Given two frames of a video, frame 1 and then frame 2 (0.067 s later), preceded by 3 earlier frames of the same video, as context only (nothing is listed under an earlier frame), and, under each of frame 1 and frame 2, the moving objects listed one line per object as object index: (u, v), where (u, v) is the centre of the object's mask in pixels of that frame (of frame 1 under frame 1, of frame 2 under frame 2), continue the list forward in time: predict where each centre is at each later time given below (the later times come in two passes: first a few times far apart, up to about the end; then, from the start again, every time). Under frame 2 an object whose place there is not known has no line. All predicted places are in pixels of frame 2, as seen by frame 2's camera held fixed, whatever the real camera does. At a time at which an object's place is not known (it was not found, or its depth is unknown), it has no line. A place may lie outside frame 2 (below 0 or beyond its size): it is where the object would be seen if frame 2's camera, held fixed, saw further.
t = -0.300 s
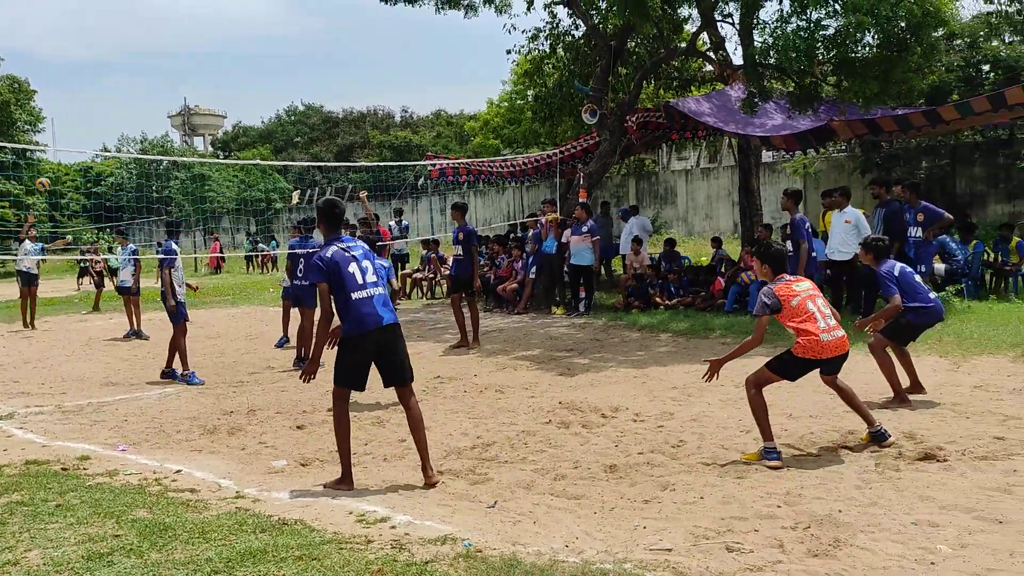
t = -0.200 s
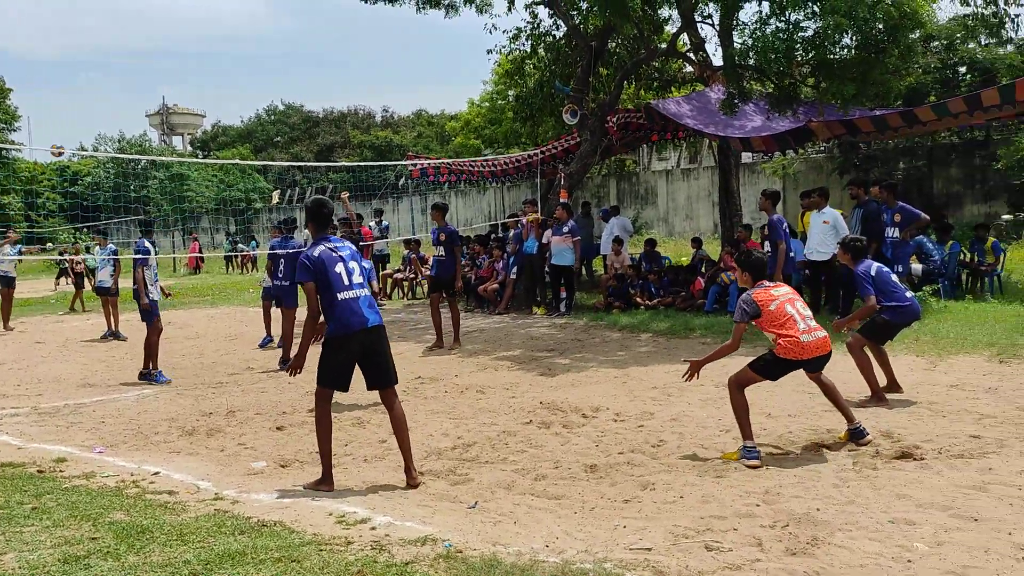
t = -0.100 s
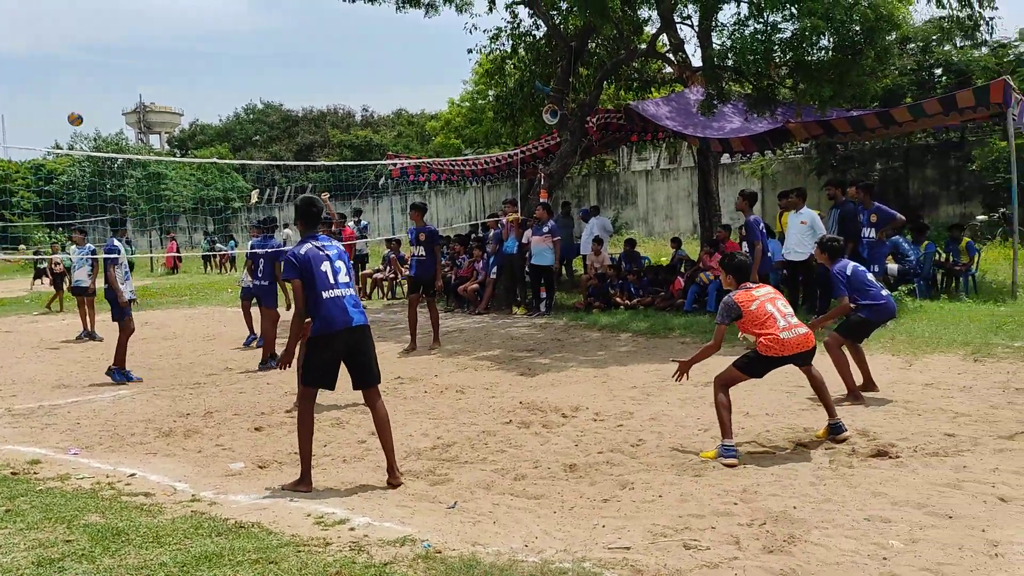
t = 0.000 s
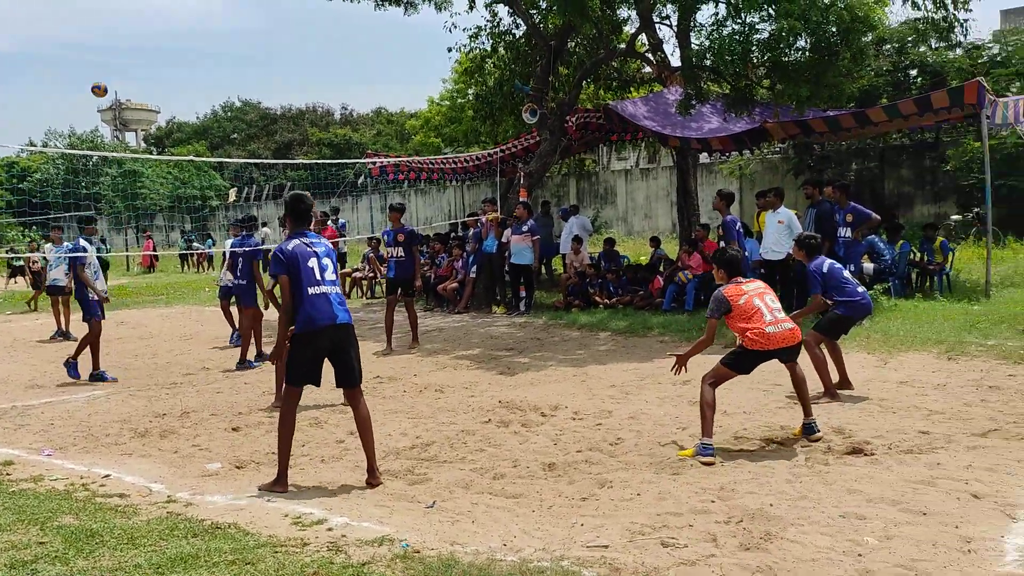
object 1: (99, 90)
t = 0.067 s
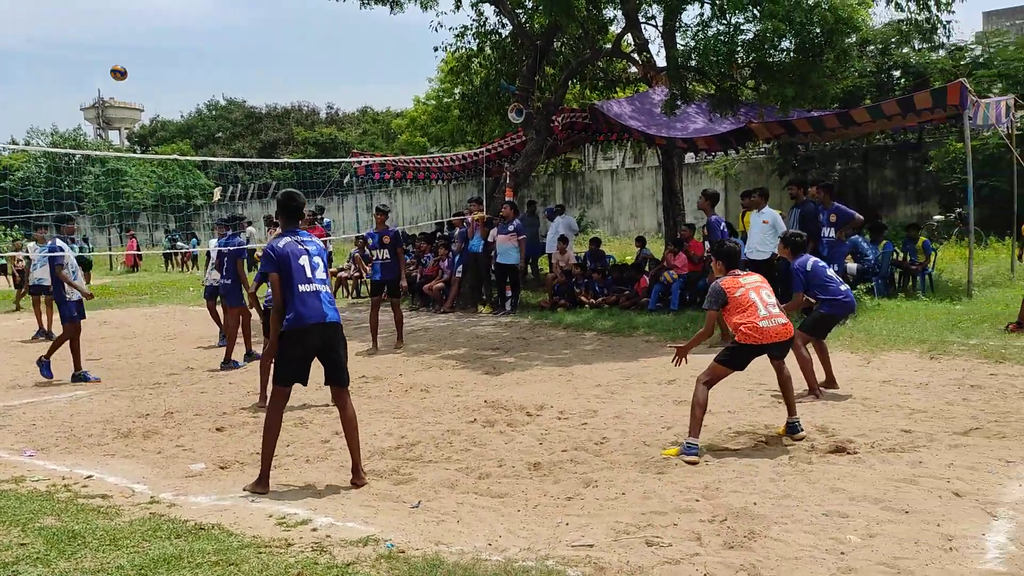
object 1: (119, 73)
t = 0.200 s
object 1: (198, 50)
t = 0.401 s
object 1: (338, 40)
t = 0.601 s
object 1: (513, 64)
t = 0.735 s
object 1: (655, 105)
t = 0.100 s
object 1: (138, 66)
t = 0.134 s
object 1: (157, 60)
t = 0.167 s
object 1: (177, 54)
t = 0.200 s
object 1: (198, 50)
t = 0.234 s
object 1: (219, 46)
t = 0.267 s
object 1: (242, 43)
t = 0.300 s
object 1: (265, 42)
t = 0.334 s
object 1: (288, 40)
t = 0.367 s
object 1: (313, 40)
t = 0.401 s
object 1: (338, 40)
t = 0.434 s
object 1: (364, 41)
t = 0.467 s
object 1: (391, 44)
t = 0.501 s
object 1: (420, 47)
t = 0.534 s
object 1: (449, 52)
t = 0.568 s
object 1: (480, 57)
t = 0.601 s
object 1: (513, 64)
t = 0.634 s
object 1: (546, 72)
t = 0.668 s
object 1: (581, 81)
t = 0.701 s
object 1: (618, 92)
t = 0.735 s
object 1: (655, 105)
